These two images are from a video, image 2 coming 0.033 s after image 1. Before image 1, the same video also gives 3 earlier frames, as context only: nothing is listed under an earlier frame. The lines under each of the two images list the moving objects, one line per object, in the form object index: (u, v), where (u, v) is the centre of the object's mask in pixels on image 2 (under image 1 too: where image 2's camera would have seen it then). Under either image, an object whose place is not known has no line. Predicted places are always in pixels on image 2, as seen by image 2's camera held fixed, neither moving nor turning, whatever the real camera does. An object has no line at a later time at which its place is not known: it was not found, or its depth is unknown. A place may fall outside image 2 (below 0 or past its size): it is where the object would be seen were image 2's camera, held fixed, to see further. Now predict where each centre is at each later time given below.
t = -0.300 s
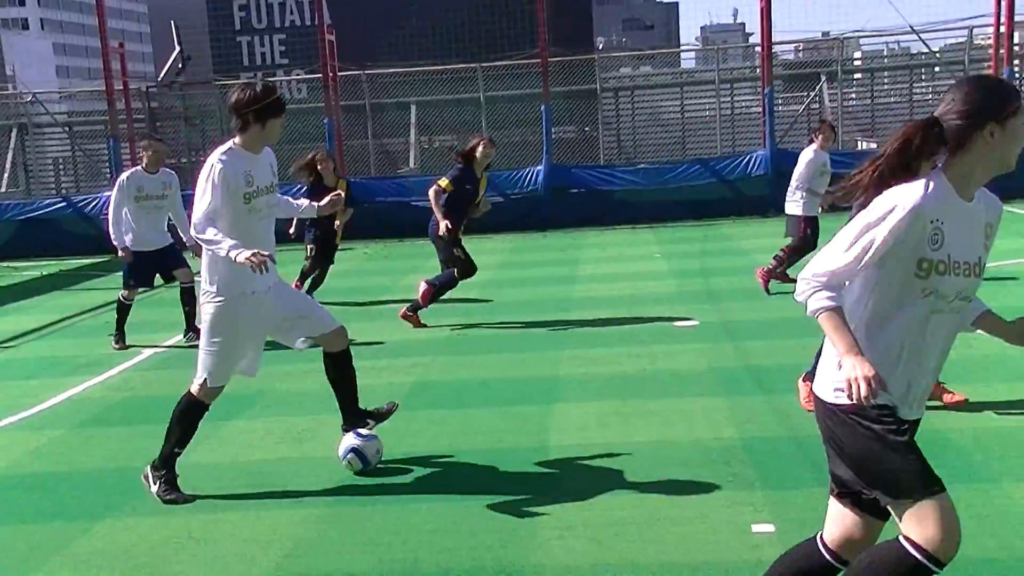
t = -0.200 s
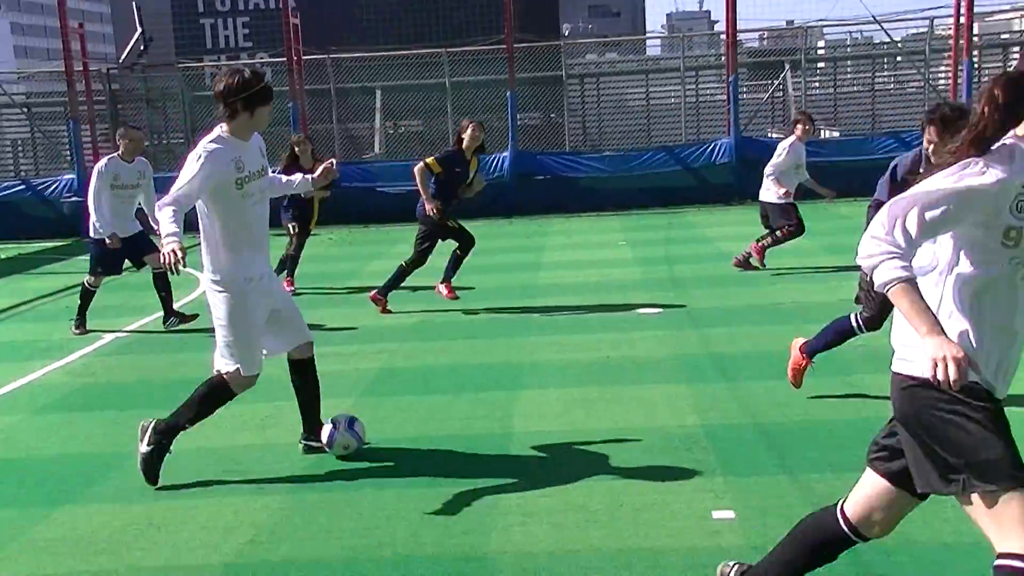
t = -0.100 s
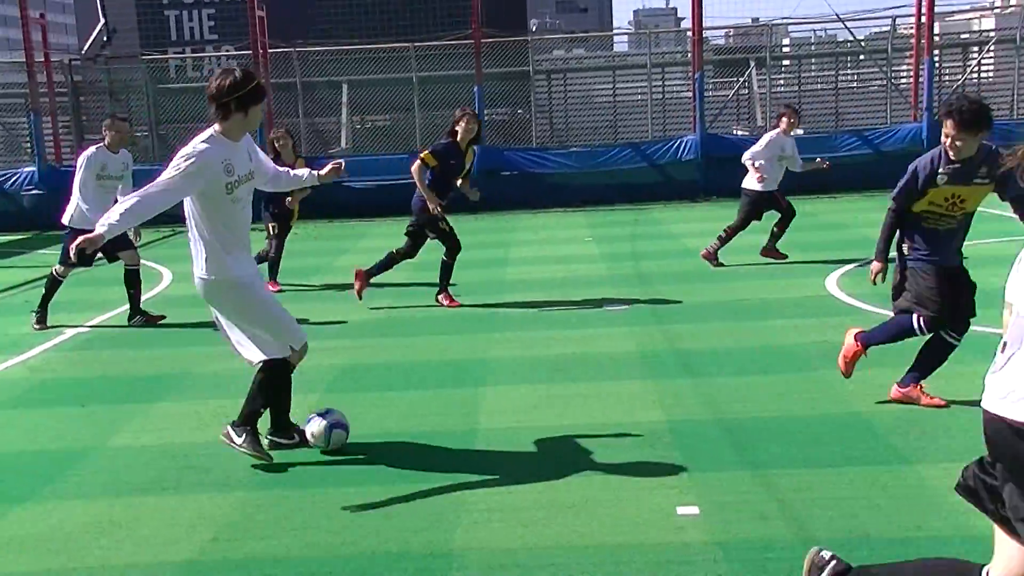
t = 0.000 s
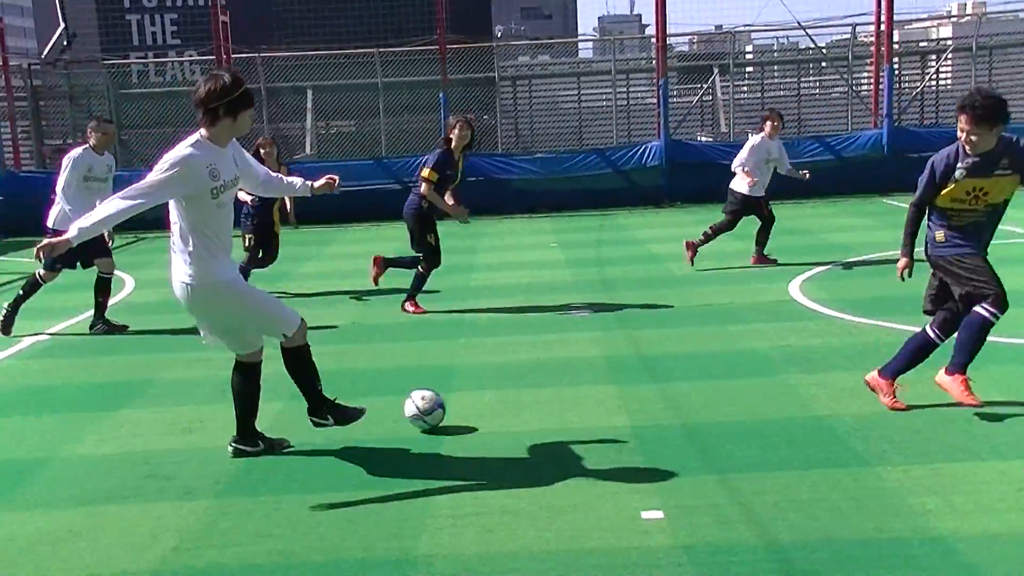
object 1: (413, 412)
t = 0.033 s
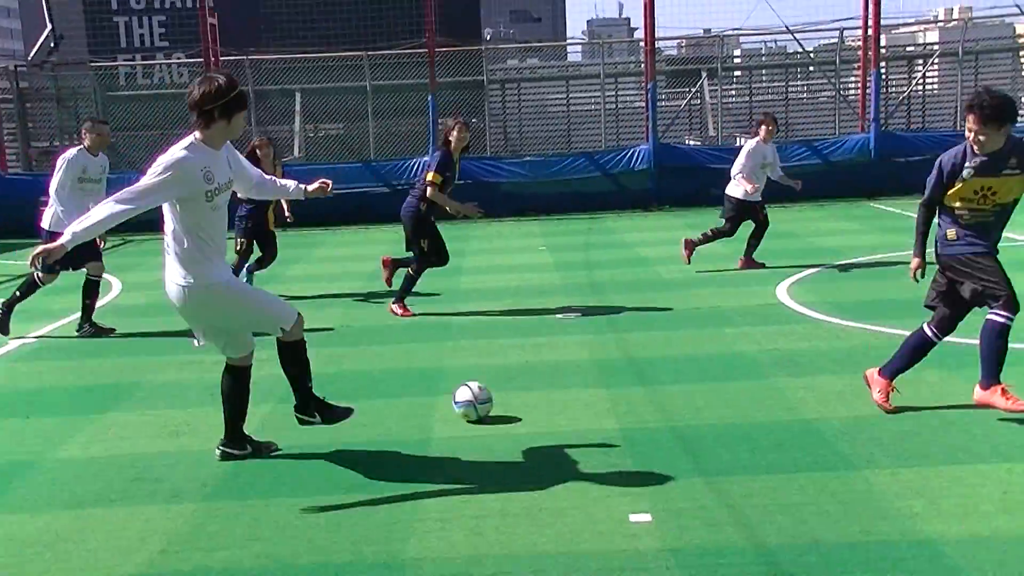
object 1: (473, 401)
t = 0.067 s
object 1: (525, 388)
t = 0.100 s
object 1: (575, 376)
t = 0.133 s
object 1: (623, 367)
